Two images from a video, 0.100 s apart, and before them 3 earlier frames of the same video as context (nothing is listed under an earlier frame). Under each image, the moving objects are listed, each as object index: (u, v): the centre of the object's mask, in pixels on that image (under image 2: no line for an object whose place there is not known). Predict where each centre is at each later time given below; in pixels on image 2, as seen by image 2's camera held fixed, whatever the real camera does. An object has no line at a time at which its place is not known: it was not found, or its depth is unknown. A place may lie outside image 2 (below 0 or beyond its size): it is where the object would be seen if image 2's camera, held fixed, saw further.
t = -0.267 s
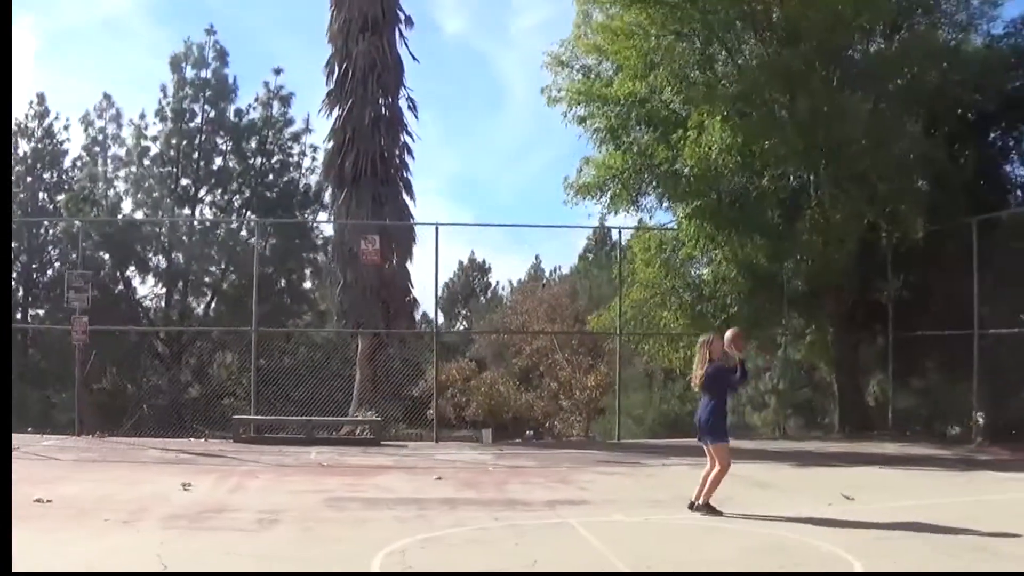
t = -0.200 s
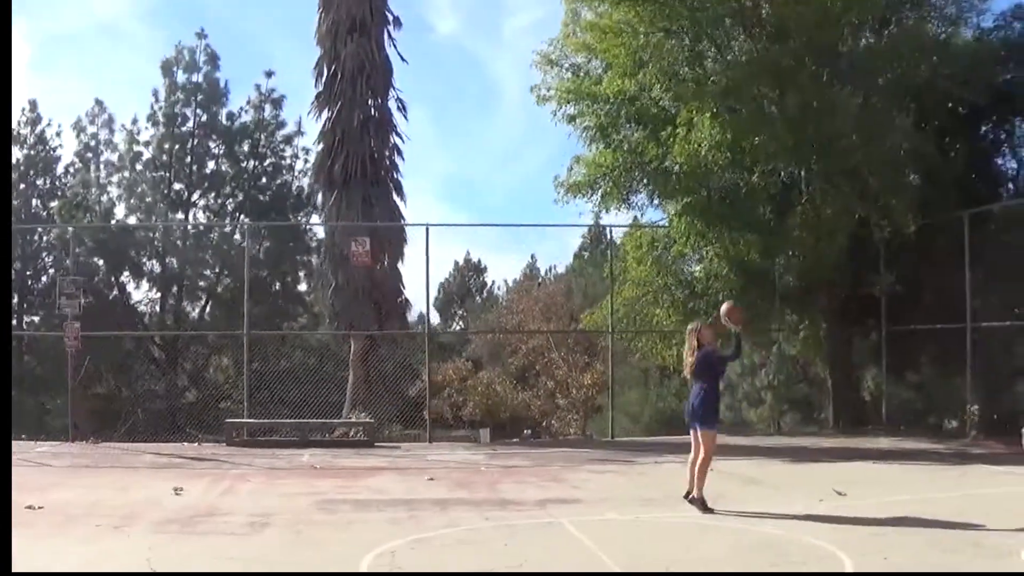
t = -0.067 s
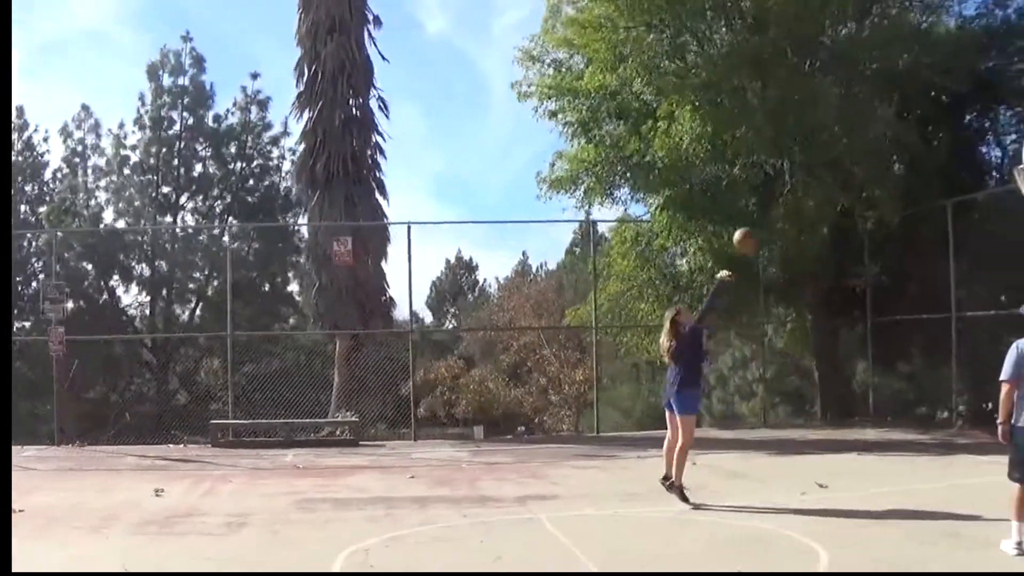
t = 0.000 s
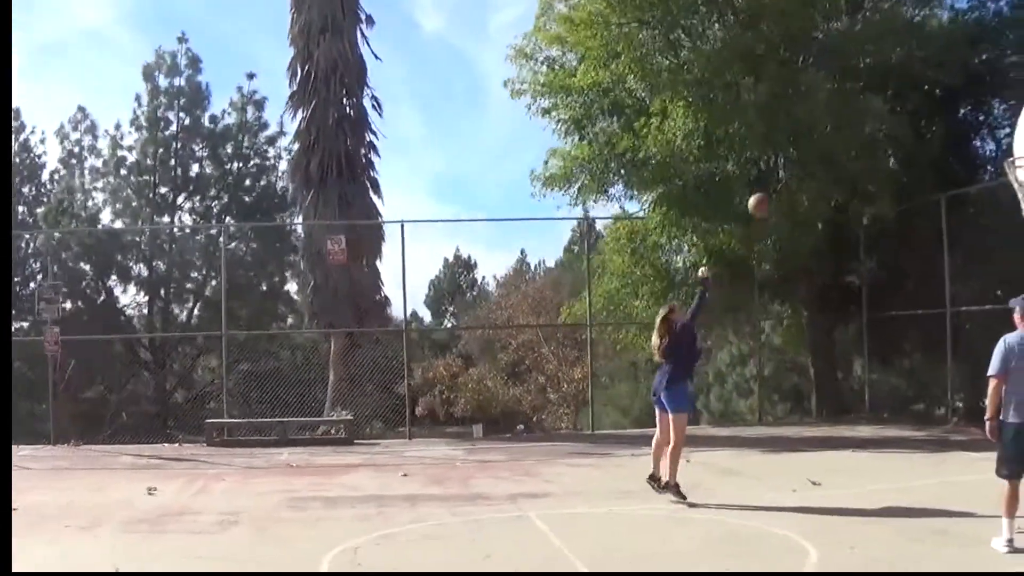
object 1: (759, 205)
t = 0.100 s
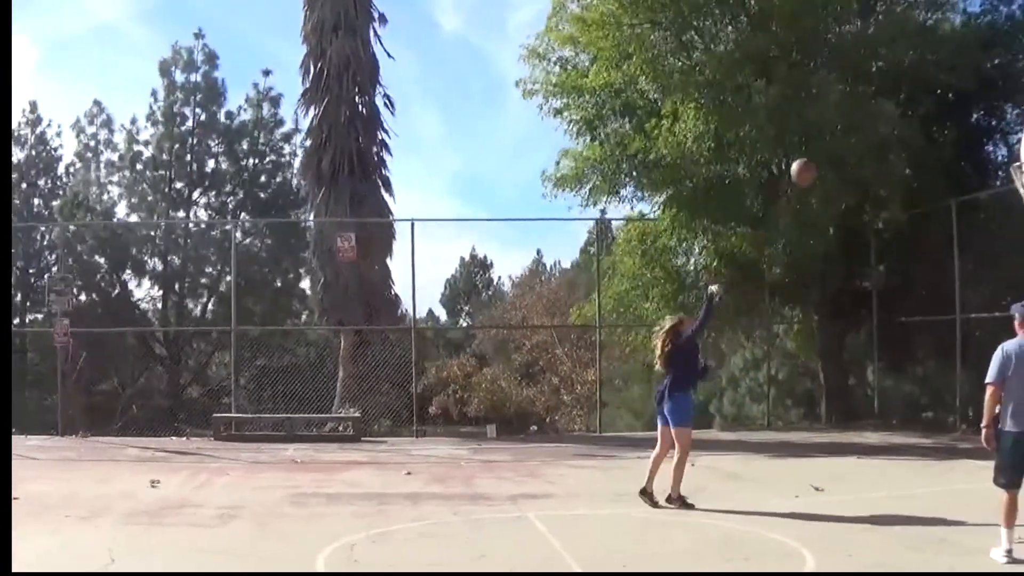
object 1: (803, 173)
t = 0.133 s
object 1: (813, 163)
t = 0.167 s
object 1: (824, 154)
